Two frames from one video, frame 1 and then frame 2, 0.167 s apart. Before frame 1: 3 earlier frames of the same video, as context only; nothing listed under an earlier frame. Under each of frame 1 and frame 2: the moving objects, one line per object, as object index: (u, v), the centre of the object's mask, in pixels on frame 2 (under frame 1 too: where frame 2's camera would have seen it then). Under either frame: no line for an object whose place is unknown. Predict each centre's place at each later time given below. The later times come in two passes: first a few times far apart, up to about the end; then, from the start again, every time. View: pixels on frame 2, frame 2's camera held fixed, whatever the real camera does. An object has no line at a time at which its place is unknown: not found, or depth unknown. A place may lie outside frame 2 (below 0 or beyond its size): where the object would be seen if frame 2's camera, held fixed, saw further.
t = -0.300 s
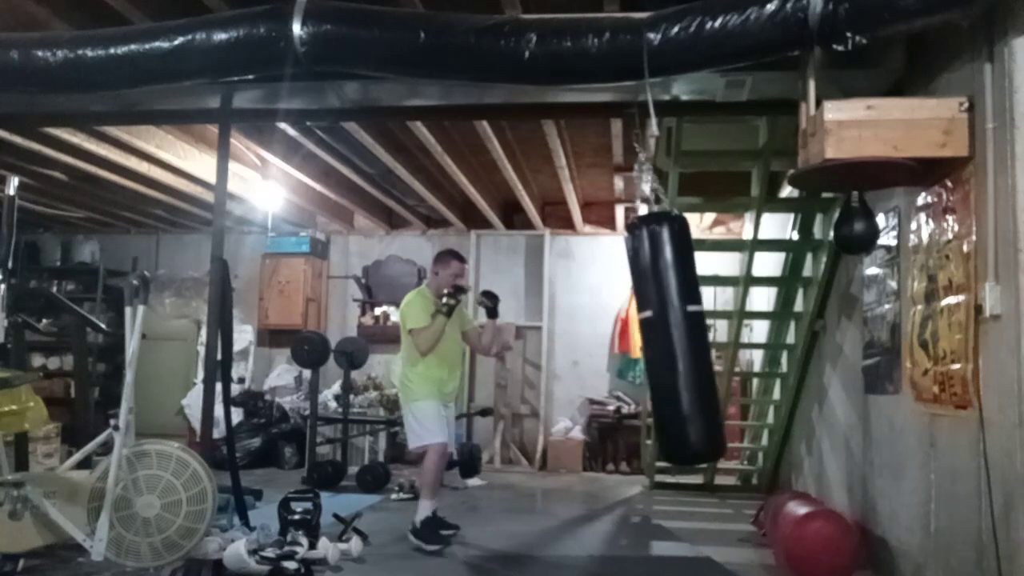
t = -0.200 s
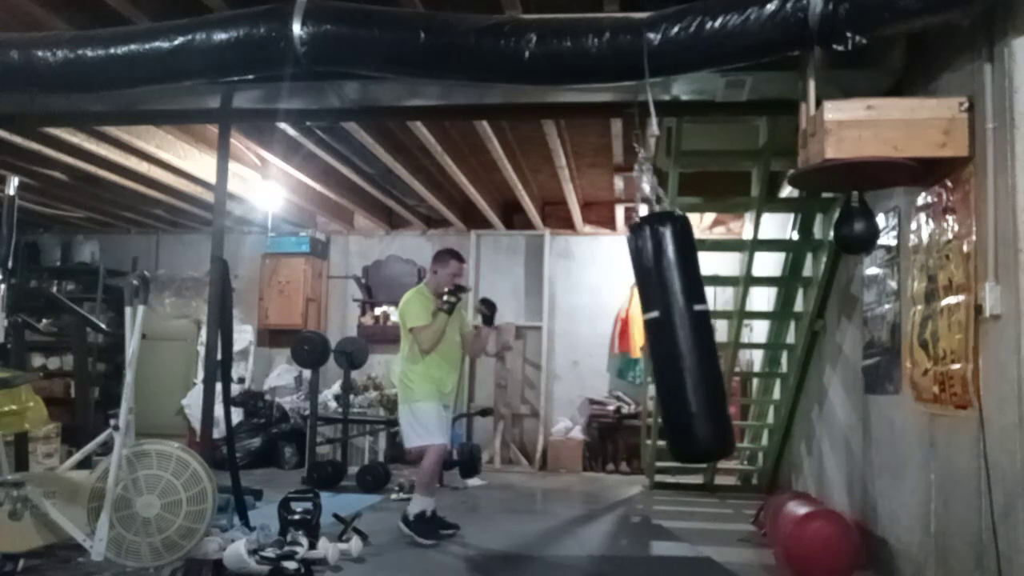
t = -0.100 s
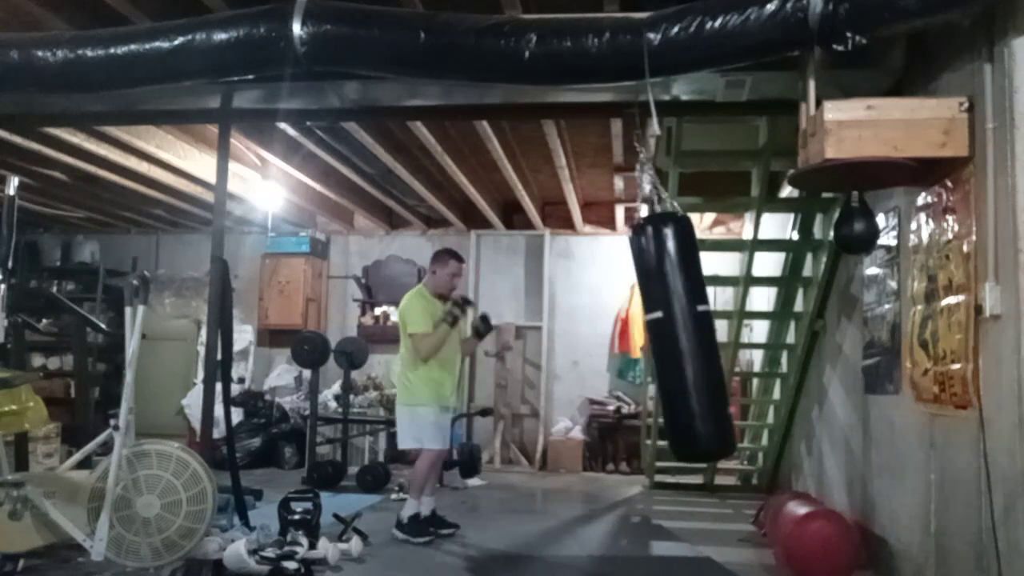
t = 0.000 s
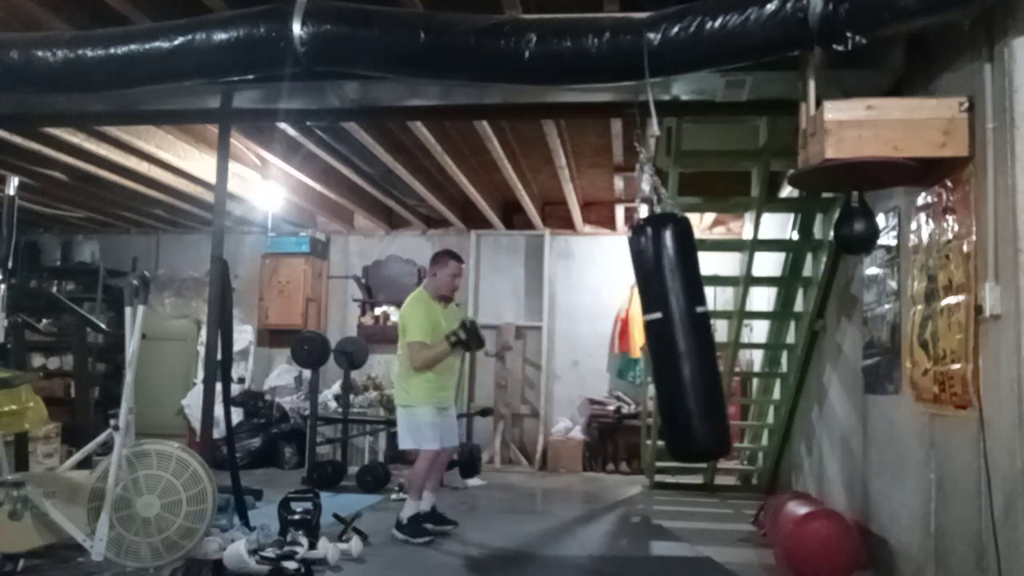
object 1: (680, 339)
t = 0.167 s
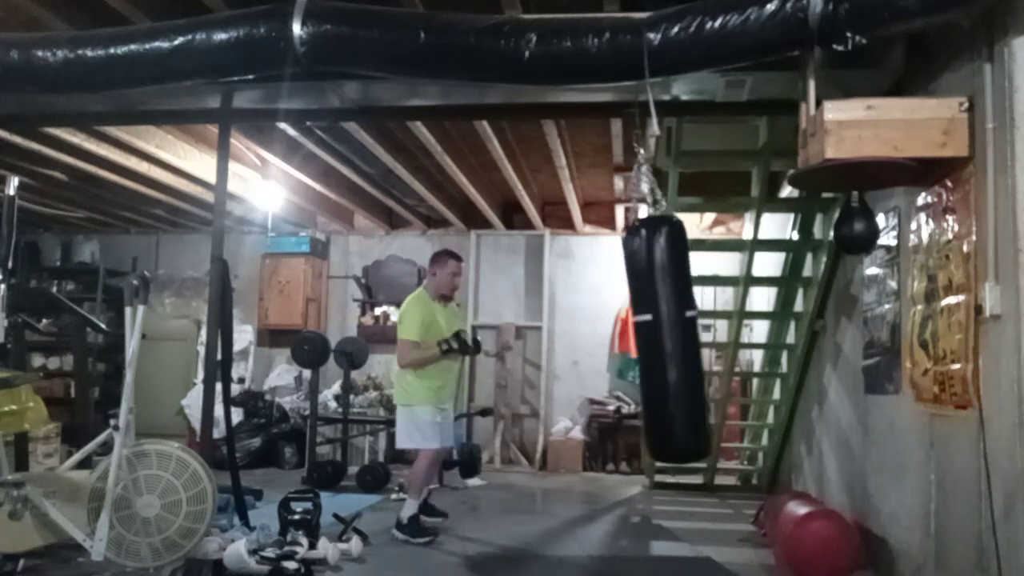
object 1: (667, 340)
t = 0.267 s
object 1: (655, 340)
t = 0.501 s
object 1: (622, 342)
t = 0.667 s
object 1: (598, 340)
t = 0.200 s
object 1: (663, 340)
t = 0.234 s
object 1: (660, 341)
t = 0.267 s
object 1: (655, 340)
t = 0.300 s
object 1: (651, 341)
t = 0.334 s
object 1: (646, 342)
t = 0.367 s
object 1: (641, 341)
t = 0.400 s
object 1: (636, 340)
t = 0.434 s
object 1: (632, 340)
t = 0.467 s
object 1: (627, 342)
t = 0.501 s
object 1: (622, 342)
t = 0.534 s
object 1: (617, 342)
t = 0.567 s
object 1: (612, 341)
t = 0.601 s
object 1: (607, 340)
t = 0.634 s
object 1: (602, 341)
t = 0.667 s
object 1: (598, 340)
